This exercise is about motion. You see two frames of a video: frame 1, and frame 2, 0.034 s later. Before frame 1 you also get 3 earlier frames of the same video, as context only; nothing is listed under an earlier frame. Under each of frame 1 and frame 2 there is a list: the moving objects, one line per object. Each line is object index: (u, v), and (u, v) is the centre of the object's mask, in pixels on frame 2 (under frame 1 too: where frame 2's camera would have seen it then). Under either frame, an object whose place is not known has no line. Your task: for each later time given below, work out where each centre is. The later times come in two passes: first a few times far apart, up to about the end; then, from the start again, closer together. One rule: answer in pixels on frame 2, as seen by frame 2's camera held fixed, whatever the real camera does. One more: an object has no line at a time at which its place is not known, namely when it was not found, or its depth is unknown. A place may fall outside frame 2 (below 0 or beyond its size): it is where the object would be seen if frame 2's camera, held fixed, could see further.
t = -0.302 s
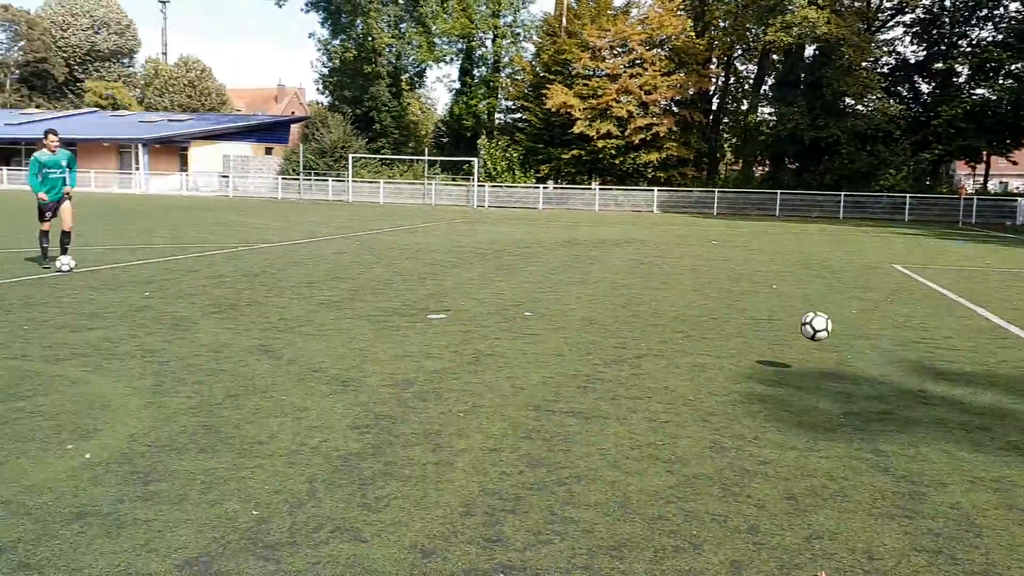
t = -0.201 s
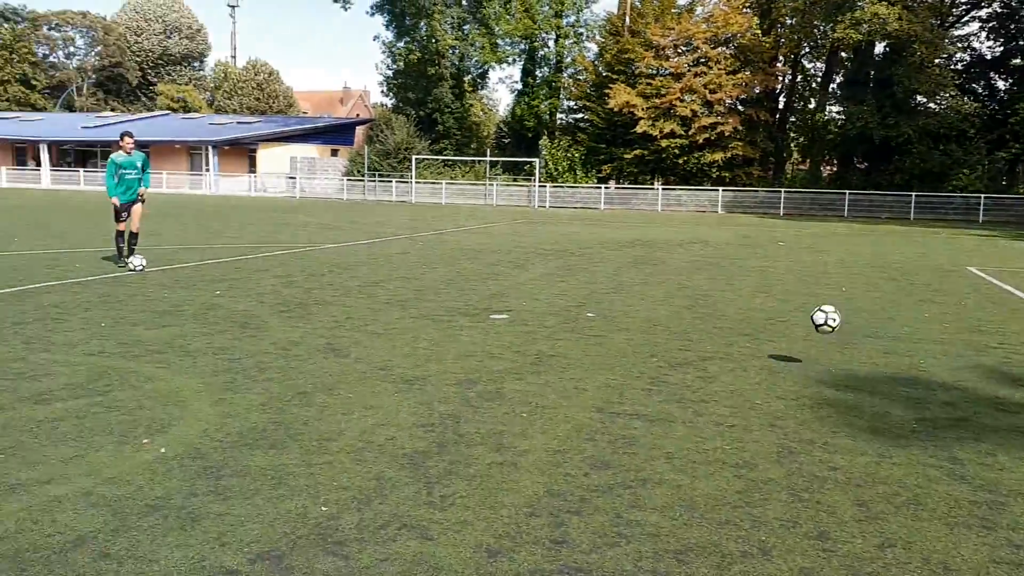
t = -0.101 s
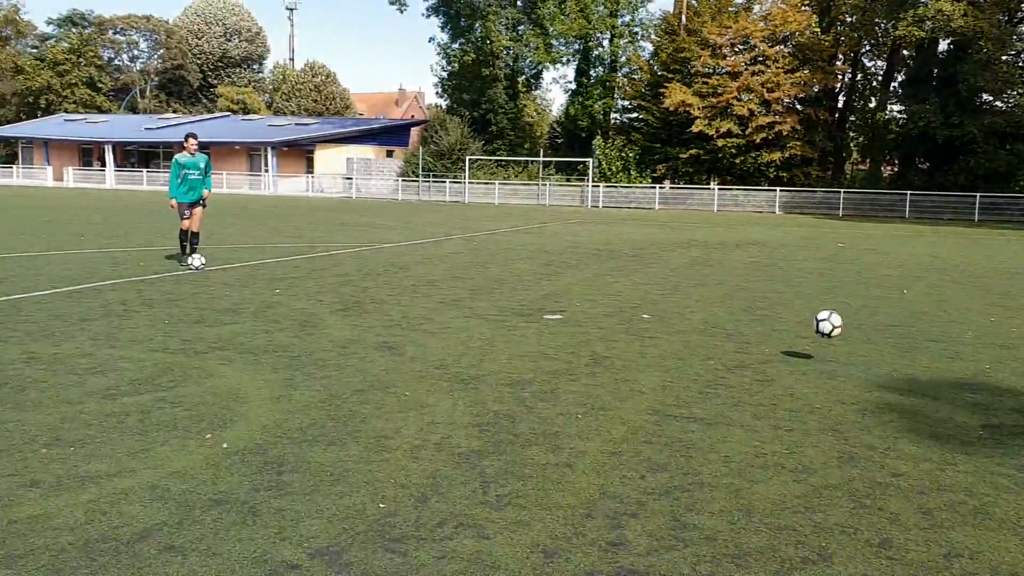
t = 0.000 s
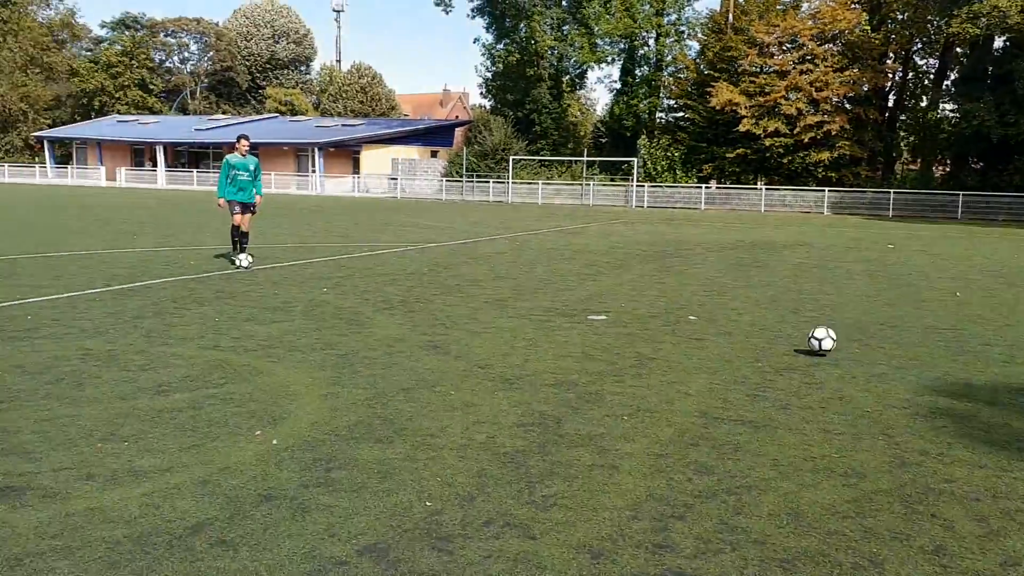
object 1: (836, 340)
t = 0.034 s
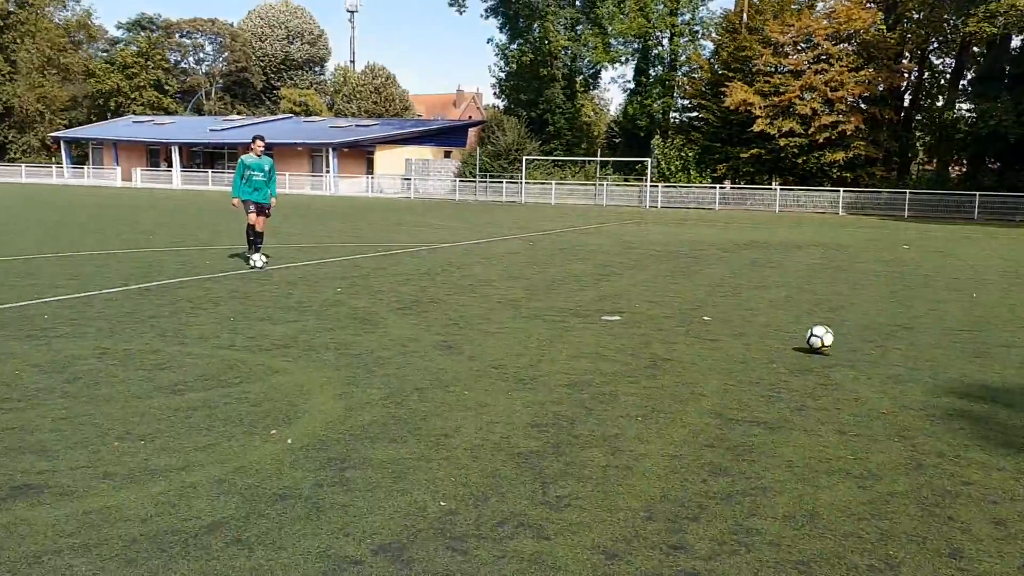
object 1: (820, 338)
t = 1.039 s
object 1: (479, 279)
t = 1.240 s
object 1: (436, 271)
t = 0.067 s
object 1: (804, 329)
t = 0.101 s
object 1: (790, 321)
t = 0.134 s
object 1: (776, 315)
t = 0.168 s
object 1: (761, 310)
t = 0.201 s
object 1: (747, 307)
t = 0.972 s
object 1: (496, 279)
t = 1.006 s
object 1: (487, 279)
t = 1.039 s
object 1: (479, 279)
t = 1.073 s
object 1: (472, 281)
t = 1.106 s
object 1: (464, 283)
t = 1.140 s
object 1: (456, 278)
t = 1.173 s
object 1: (450, 275)
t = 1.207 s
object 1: (443, 272)
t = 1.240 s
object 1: (436, 271)
